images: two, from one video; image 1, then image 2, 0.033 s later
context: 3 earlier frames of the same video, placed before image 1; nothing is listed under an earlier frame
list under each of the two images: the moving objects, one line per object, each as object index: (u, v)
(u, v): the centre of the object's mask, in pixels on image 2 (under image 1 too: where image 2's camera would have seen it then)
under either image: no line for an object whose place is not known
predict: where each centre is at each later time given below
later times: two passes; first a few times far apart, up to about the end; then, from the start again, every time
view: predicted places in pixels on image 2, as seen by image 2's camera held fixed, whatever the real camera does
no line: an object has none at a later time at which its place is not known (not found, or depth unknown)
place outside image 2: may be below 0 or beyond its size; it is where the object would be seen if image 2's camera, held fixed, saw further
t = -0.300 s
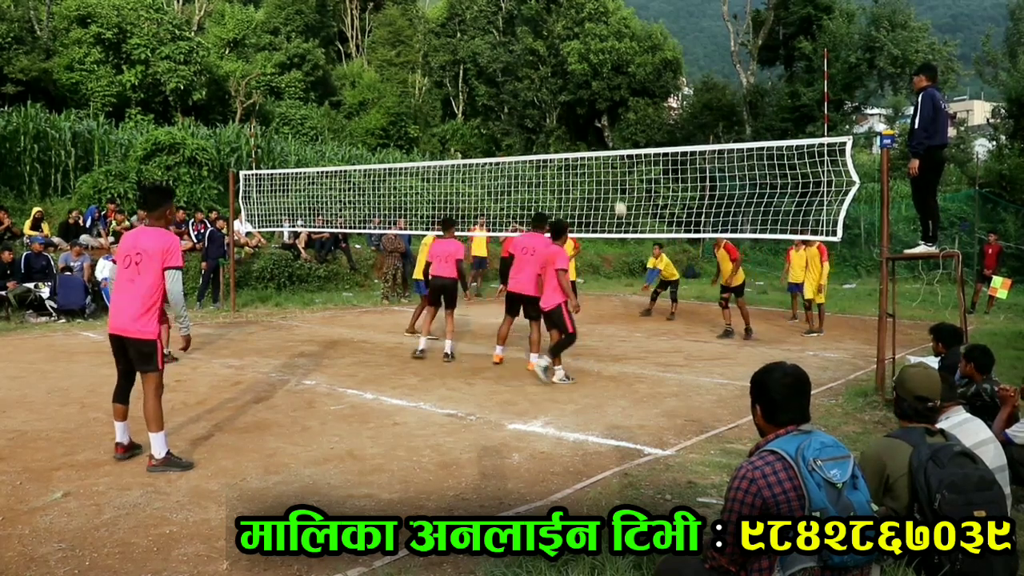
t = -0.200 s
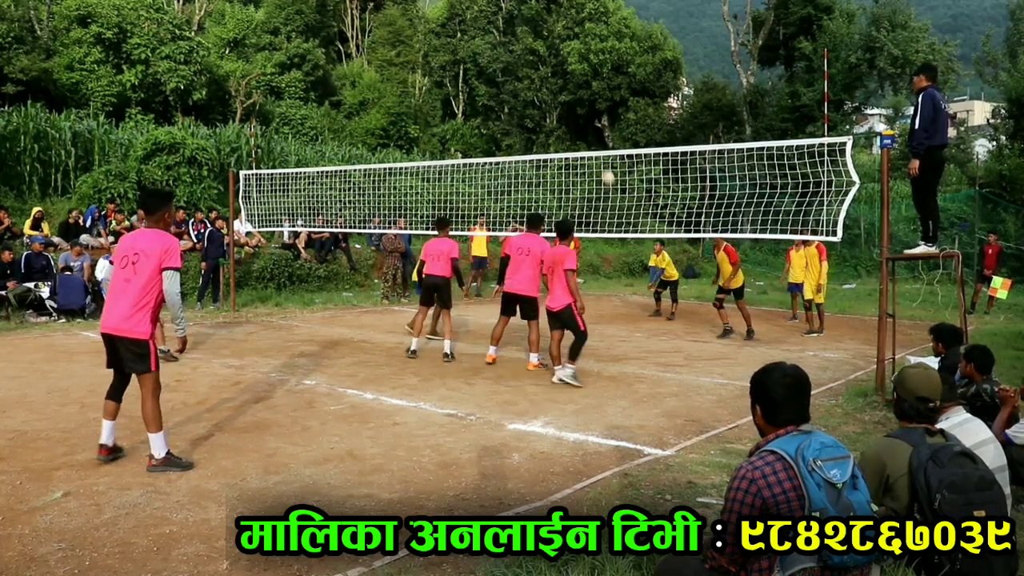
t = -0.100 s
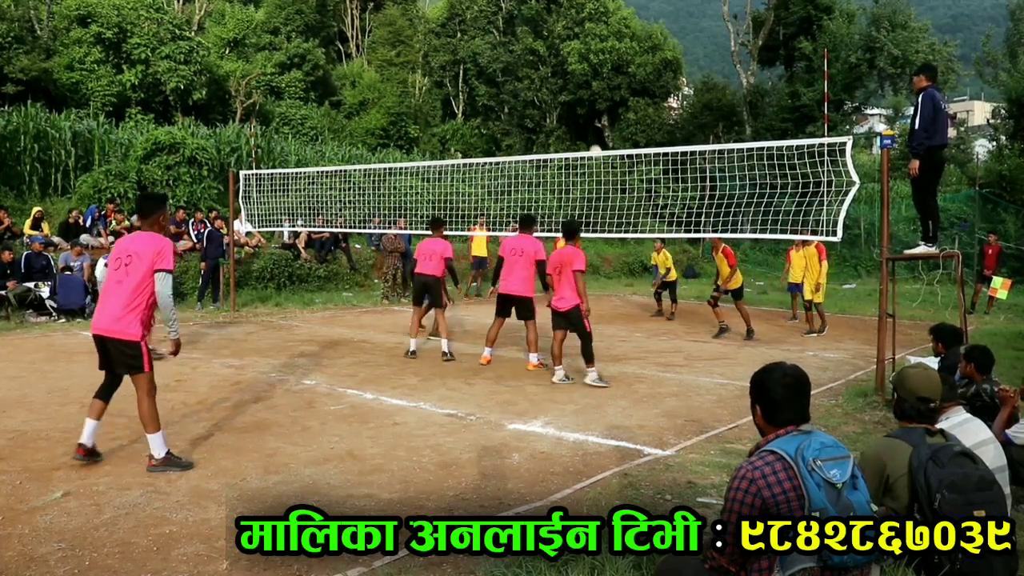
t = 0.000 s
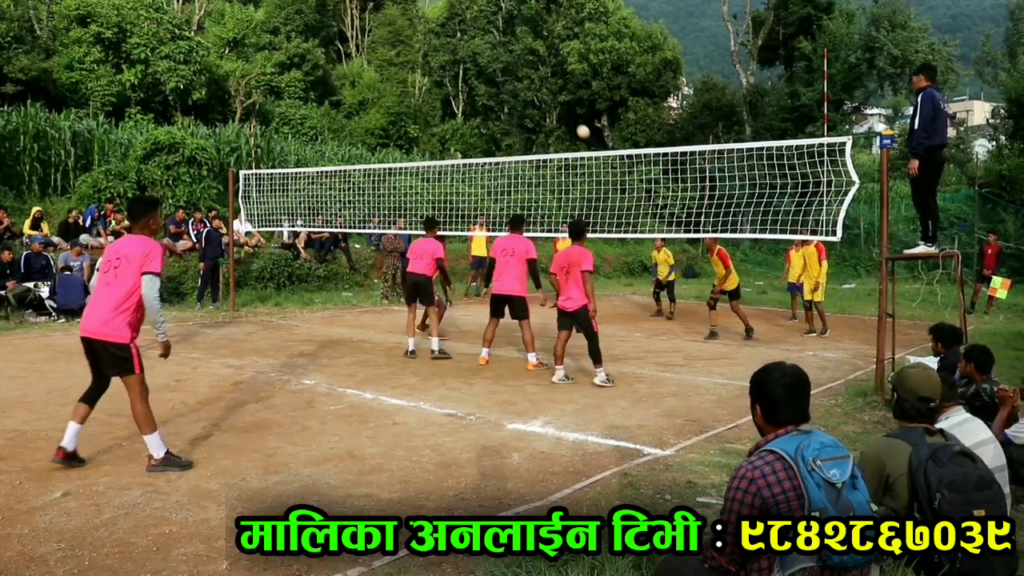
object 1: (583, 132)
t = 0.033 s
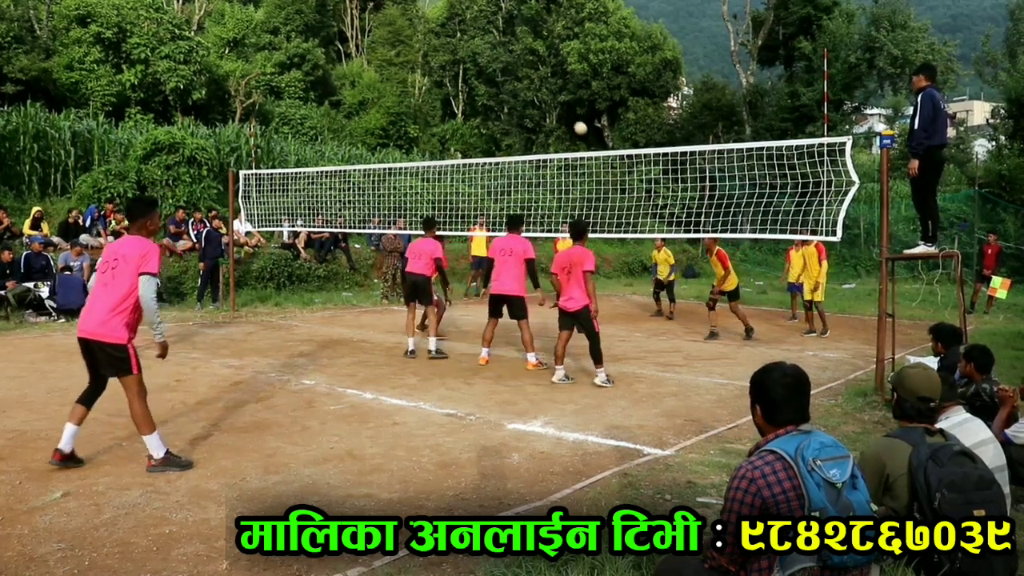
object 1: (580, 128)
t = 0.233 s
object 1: (554, 107)
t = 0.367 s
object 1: (536, 105)
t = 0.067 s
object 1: (575, 122)
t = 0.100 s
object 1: (570, 117)
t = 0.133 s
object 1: (567, 115)
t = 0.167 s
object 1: (562, 111)
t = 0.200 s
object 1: (557, 108)
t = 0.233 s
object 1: (554, 107)
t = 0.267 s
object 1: (550, 106)
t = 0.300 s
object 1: (544, 104)
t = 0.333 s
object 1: (542, 105)
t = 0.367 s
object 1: (536, 105)
